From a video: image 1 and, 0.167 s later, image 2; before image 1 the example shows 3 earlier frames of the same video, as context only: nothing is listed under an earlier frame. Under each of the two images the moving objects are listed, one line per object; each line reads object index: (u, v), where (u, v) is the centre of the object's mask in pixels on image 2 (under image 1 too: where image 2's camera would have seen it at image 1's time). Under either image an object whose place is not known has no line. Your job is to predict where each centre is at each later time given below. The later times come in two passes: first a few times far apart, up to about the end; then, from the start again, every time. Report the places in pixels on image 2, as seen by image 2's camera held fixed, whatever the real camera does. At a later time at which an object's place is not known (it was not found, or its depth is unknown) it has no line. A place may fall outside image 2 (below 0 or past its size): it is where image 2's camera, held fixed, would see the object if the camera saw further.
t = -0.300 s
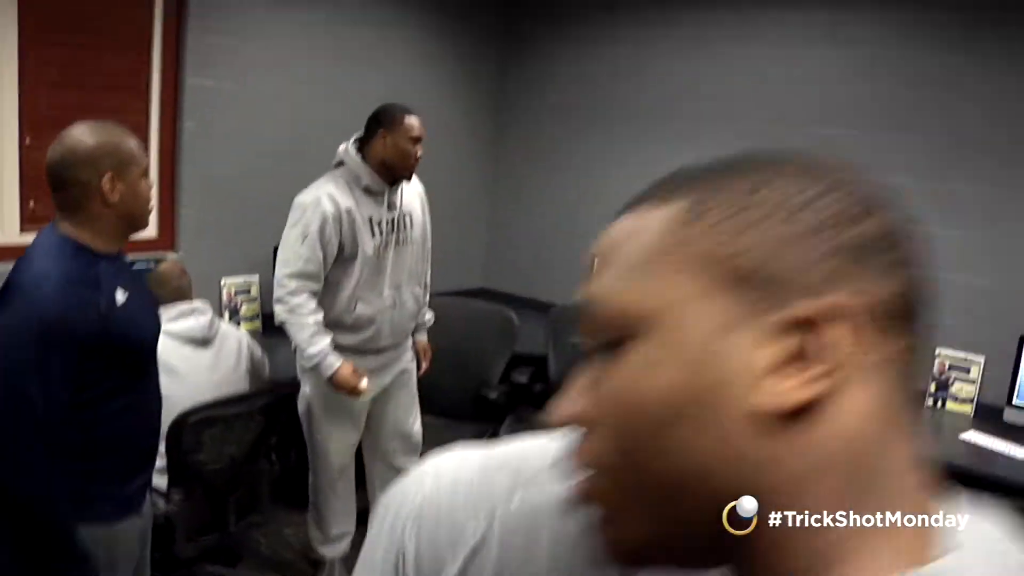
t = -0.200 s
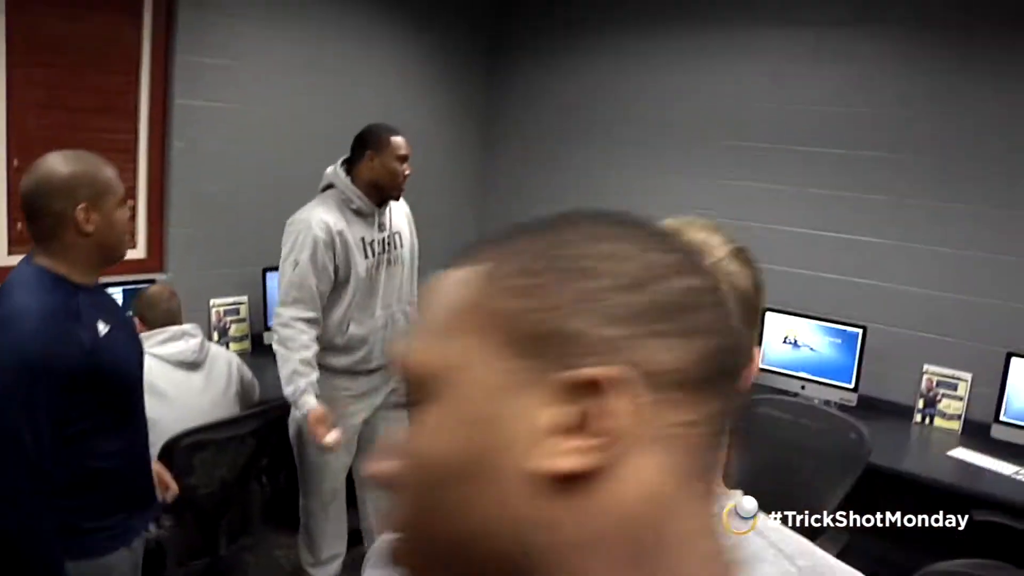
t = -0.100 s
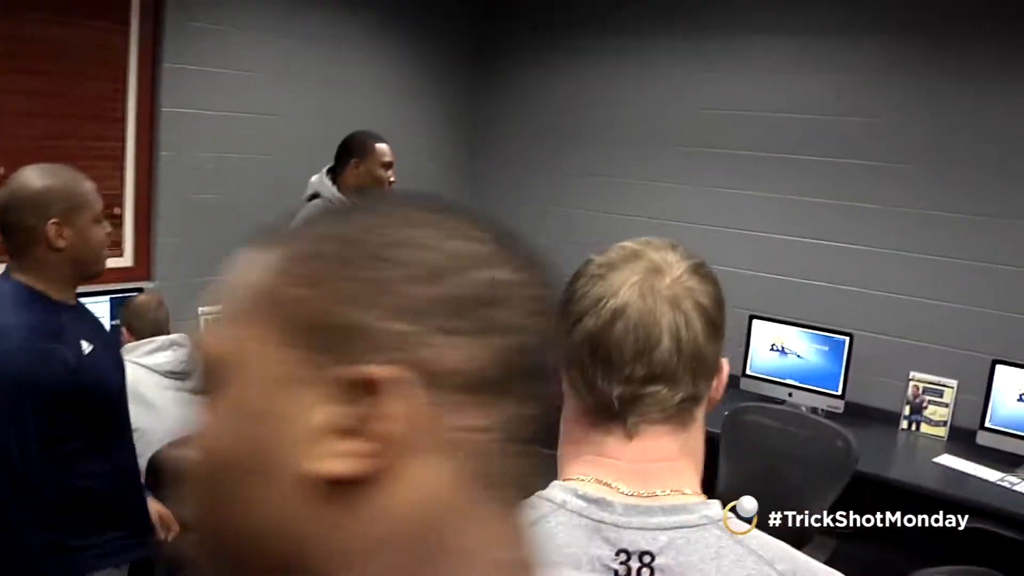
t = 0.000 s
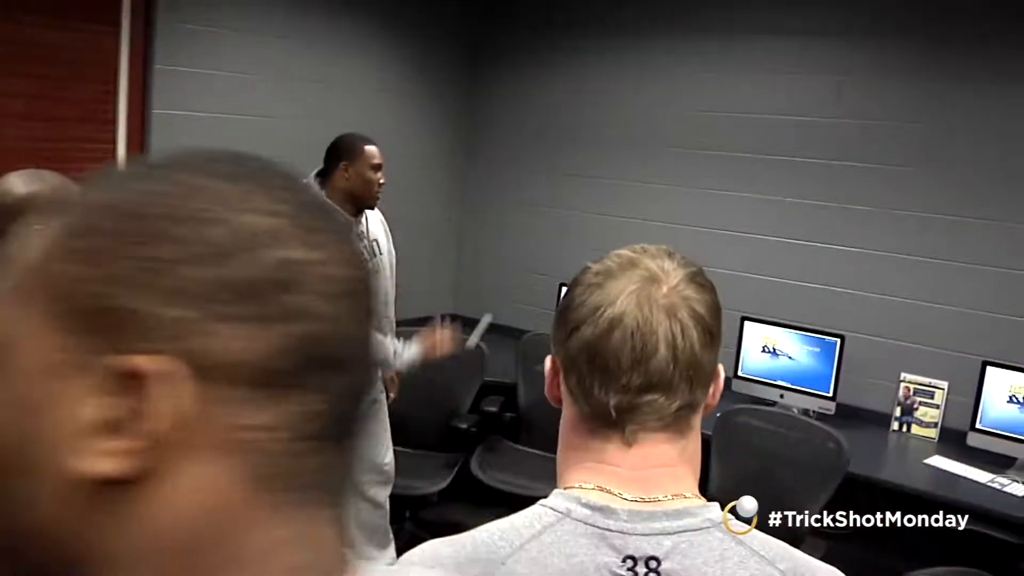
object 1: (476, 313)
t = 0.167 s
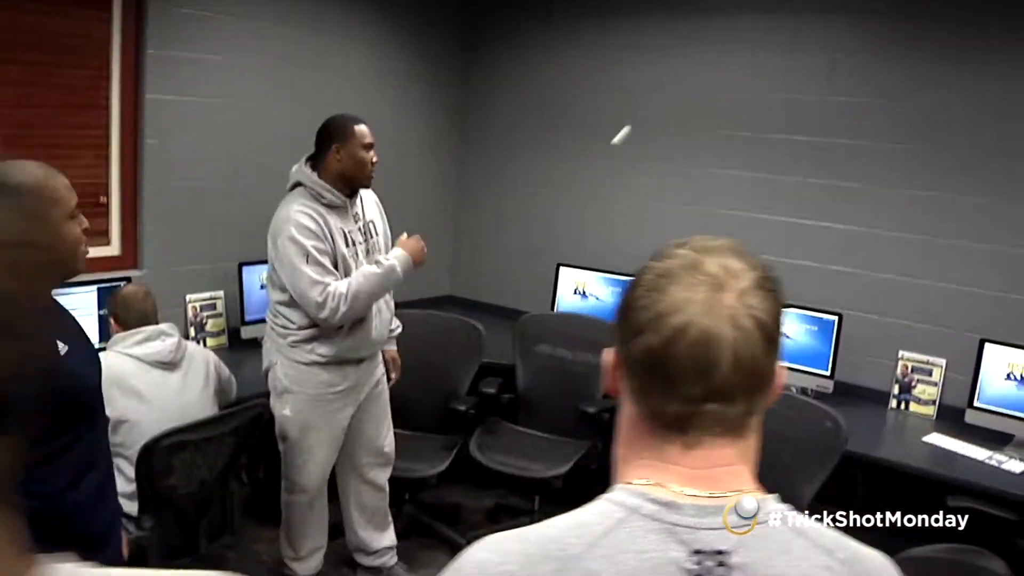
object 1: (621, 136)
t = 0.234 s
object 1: (665, 103)
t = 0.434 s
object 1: (714, 63)
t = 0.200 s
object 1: (644, 118)
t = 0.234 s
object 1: (665, 103)
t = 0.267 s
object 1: (683, 93)
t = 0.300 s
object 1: (701, 84)
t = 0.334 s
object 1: (717, 80)
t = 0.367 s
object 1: (734, 80)
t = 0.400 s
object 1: (725, 70)
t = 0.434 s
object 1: (714, 63)
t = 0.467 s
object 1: (704, 59)
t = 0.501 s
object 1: (693, 56)
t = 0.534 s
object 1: (682, 56)
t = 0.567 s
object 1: (669, 58)
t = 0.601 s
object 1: (655, 63)
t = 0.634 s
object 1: (641, 70)
